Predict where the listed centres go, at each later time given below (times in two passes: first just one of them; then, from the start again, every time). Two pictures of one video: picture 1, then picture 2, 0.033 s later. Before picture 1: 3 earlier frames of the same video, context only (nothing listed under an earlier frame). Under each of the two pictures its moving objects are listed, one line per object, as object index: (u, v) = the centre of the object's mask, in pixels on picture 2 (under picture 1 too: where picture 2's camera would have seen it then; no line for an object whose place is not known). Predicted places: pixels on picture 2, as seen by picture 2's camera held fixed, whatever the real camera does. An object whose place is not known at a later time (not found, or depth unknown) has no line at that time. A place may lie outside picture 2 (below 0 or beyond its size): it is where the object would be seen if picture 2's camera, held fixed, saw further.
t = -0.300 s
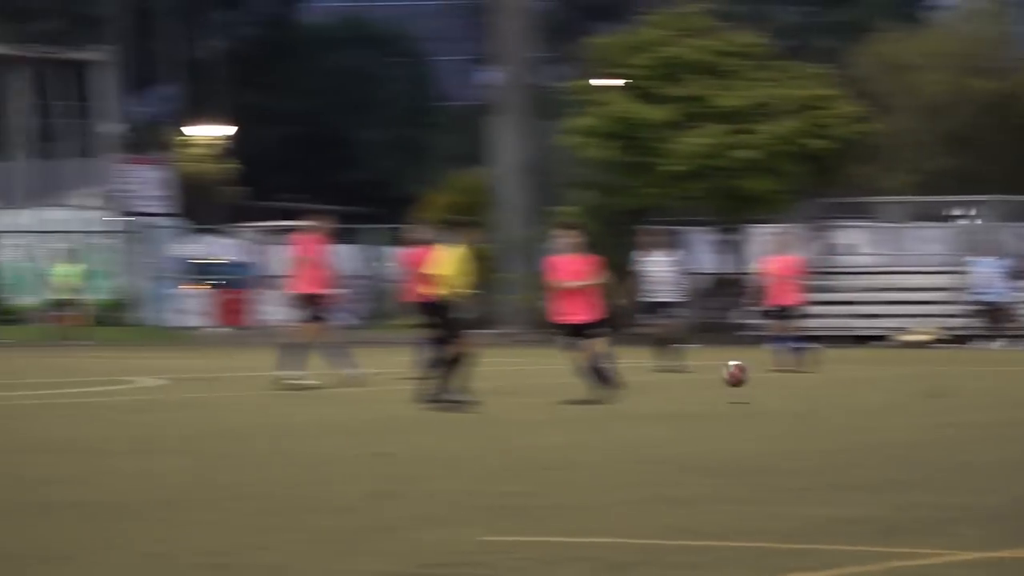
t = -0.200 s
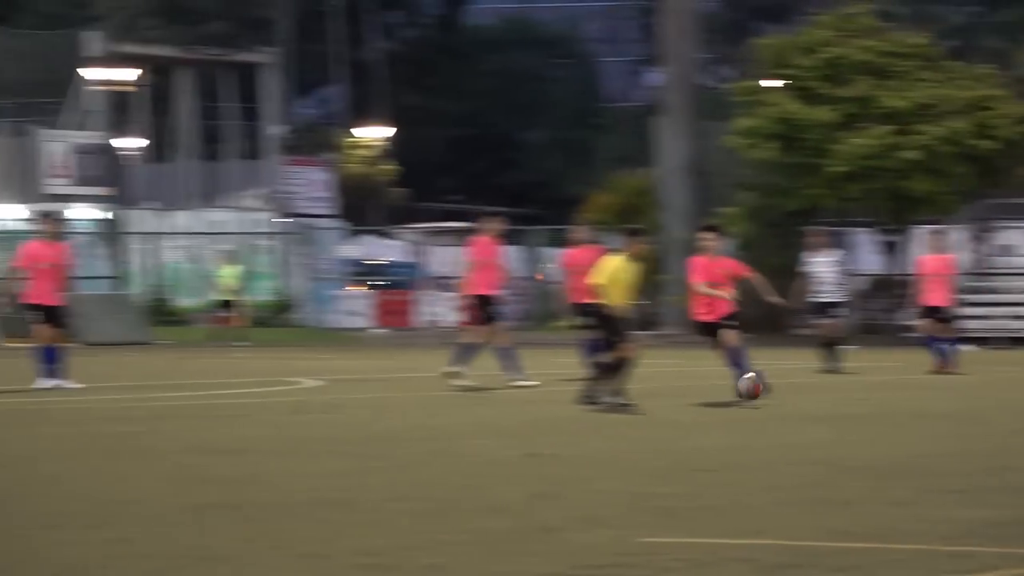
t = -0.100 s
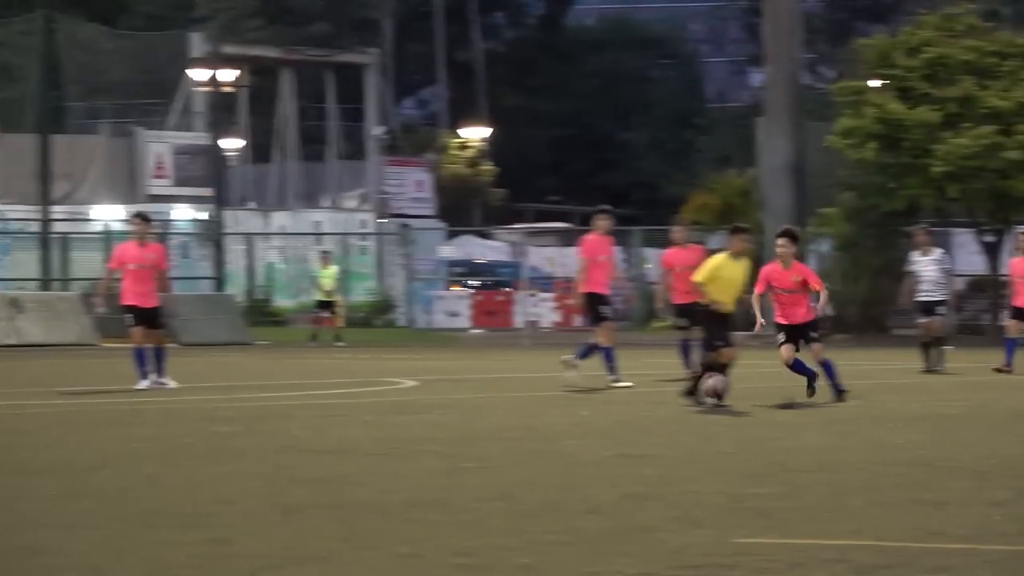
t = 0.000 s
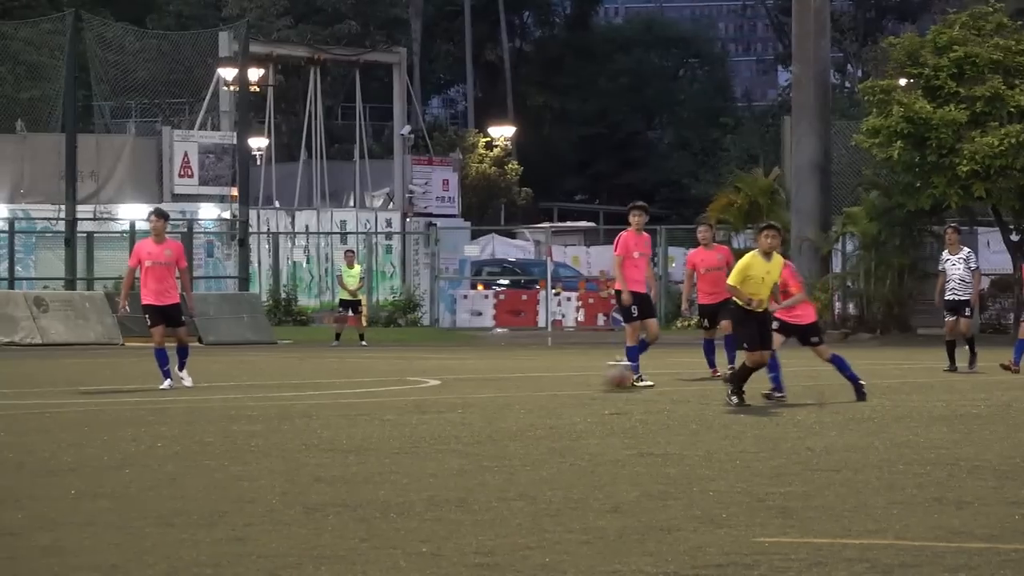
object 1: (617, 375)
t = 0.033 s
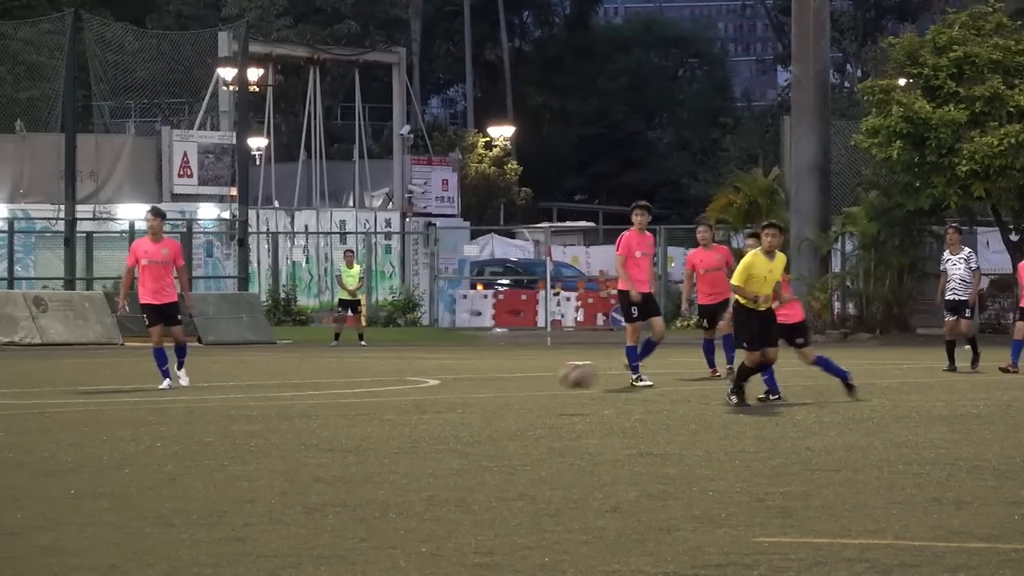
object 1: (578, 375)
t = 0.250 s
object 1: (318, 396)
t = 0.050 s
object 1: (558, 375)
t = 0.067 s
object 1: (538, 377)
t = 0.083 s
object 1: (518, 378)
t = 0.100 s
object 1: (498, 381)
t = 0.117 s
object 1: (477, 383)
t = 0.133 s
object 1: (457, 386)
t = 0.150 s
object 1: (436, 389)
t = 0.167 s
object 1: (419, 393)
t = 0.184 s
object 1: (395, 398)
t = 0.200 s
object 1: (376, 404)
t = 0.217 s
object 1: (356, 404)
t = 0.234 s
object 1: (337, 400)
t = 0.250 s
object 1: (318, 396)
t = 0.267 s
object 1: (296, 394)
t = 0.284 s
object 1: (277, 392)
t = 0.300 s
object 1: (257, 389)
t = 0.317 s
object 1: (239, 388)
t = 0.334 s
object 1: (219, 387)
